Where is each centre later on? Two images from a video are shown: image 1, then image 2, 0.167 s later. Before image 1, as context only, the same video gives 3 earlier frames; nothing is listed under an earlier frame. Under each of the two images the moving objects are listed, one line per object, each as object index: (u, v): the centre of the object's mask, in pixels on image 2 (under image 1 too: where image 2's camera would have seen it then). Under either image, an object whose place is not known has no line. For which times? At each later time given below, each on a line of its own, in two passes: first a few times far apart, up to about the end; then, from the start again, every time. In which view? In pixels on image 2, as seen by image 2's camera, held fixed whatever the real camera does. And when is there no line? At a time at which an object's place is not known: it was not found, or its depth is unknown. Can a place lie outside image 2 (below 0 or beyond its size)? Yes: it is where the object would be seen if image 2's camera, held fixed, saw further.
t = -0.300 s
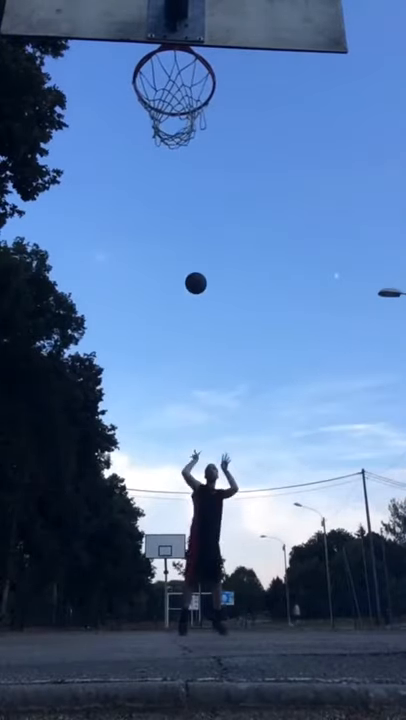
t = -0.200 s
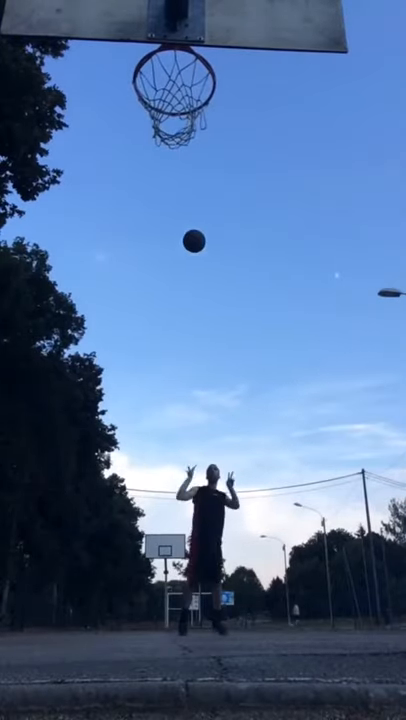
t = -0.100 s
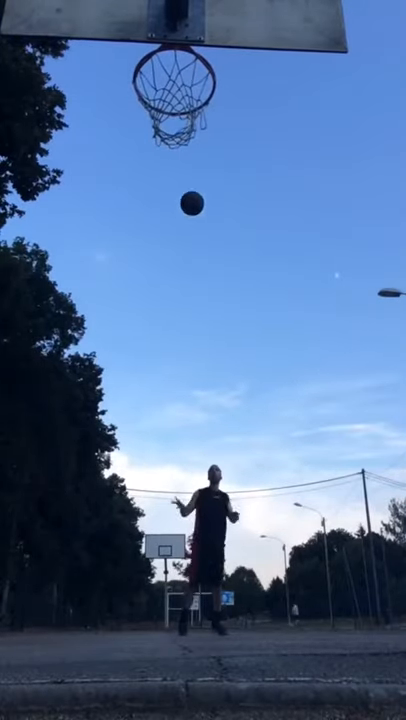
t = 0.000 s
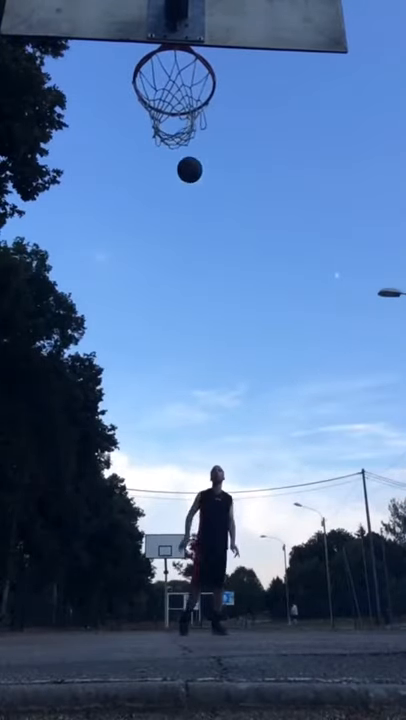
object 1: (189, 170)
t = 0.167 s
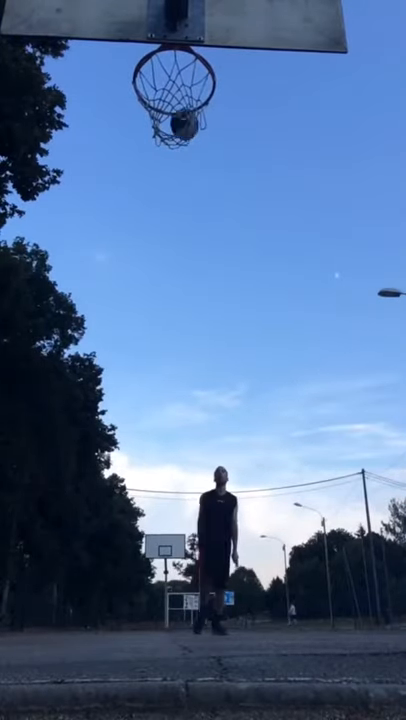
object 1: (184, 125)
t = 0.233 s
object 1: (182, 110)
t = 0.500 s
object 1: (165, 83)
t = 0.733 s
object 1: (169, 83)
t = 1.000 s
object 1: (183, 185)
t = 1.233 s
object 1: (197, 452)
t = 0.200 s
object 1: (183, 117)
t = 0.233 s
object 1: (182, 110)
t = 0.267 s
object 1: (180, 104)
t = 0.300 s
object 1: (178, 98)
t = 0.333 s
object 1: (177, 94)
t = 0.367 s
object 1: (175, 90)
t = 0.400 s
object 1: (172, 86)
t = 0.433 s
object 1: (170, 84)
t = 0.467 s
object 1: (168, 83)
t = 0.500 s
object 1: (165, 83)
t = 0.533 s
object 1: (161, 84)
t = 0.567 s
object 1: (161, 80)
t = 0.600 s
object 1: (162, 77)
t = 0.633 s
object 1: (165, 77)
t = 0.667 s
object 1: (166, 78)
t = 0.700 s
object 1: (168, 80)
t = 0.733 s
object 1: (169, 83)
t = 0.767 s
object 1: (171, 89)
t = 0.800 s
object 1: (172, 96)
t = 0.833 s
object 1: (174, 106)
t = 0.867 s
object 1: (176, 118)
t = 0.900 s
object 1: (178, 131)
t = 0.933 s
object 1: (179, 146)
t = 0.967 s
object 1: (181, 164)
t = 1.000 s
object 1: (183, 185)
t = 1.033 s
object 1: (185, 210)
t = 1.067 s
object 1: (187, 237)
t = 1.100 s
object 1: (189, 269)
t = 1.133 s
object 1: (191, 305)
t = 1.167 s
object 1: (193, 347)
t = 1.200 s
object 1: (195, 396)
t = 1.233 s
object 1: (197, 452)
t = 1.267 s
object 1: (200, 518)
